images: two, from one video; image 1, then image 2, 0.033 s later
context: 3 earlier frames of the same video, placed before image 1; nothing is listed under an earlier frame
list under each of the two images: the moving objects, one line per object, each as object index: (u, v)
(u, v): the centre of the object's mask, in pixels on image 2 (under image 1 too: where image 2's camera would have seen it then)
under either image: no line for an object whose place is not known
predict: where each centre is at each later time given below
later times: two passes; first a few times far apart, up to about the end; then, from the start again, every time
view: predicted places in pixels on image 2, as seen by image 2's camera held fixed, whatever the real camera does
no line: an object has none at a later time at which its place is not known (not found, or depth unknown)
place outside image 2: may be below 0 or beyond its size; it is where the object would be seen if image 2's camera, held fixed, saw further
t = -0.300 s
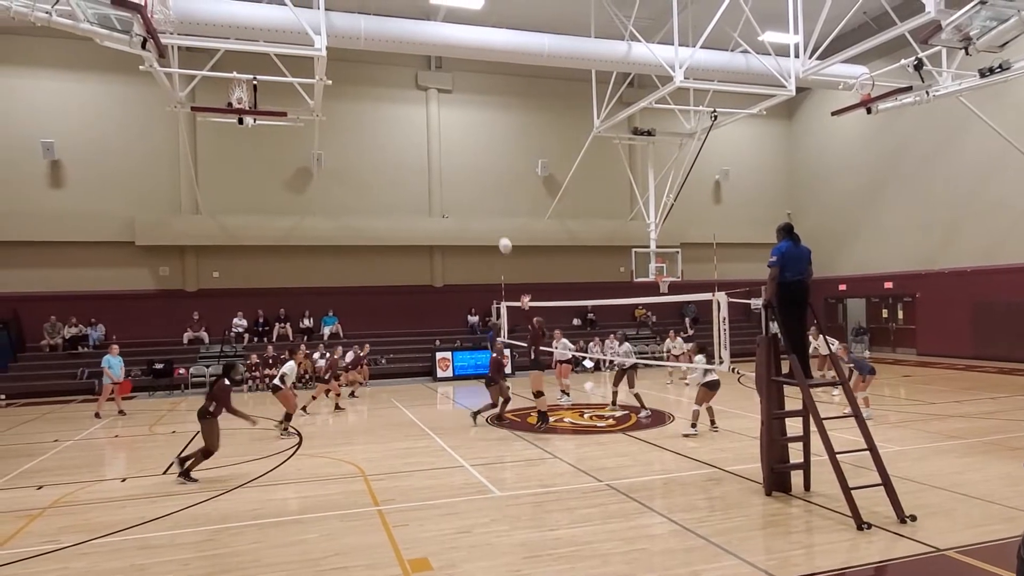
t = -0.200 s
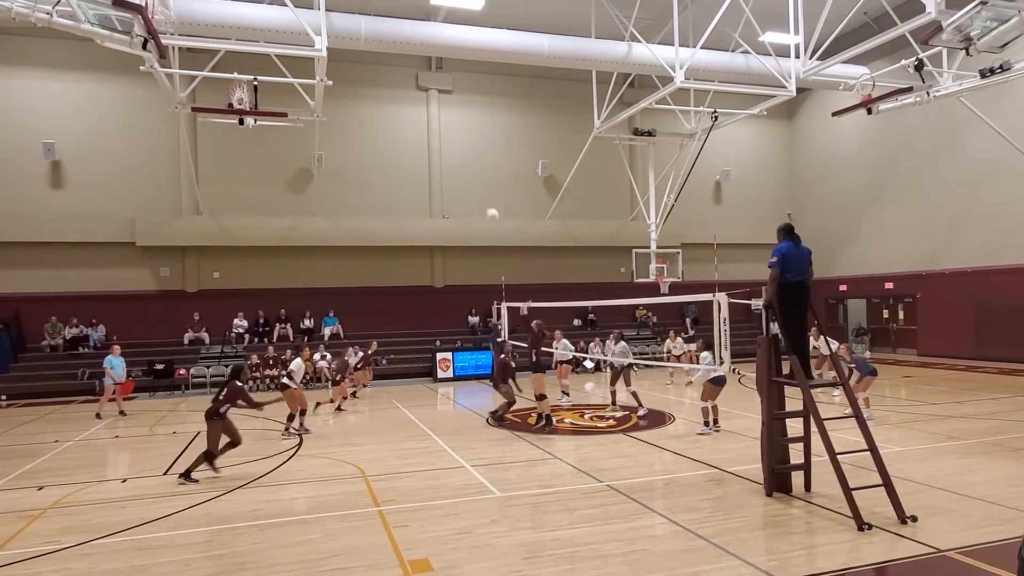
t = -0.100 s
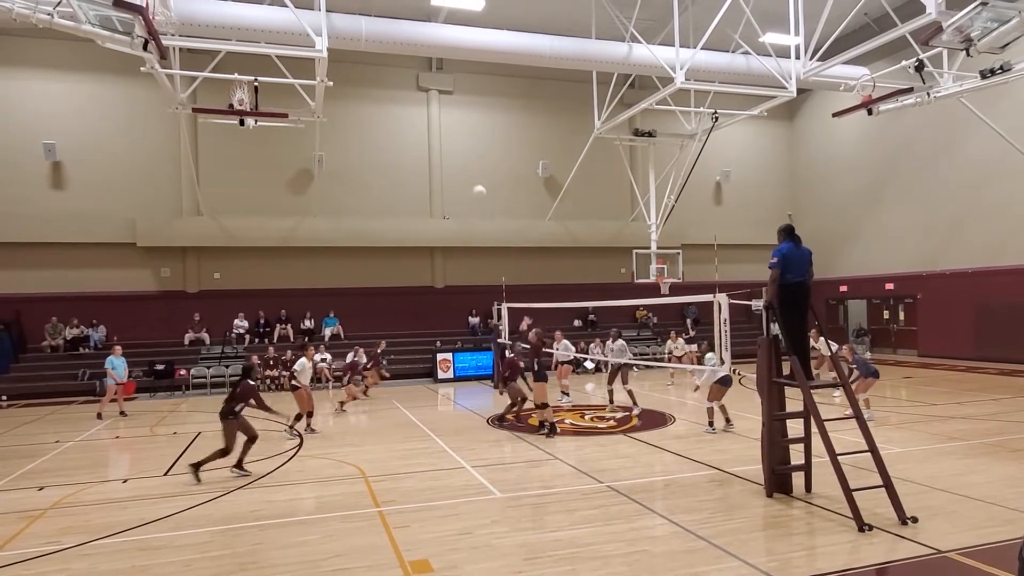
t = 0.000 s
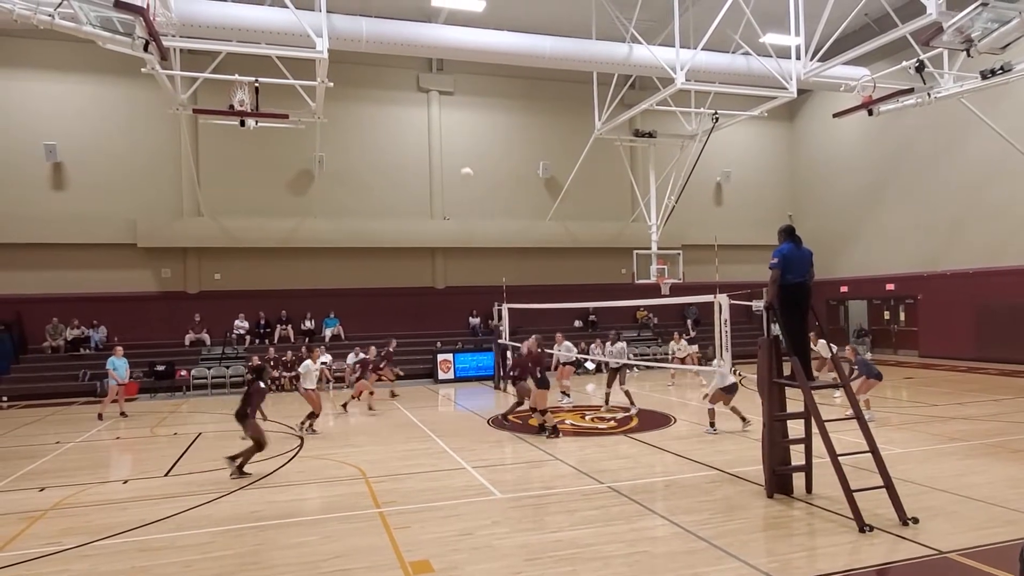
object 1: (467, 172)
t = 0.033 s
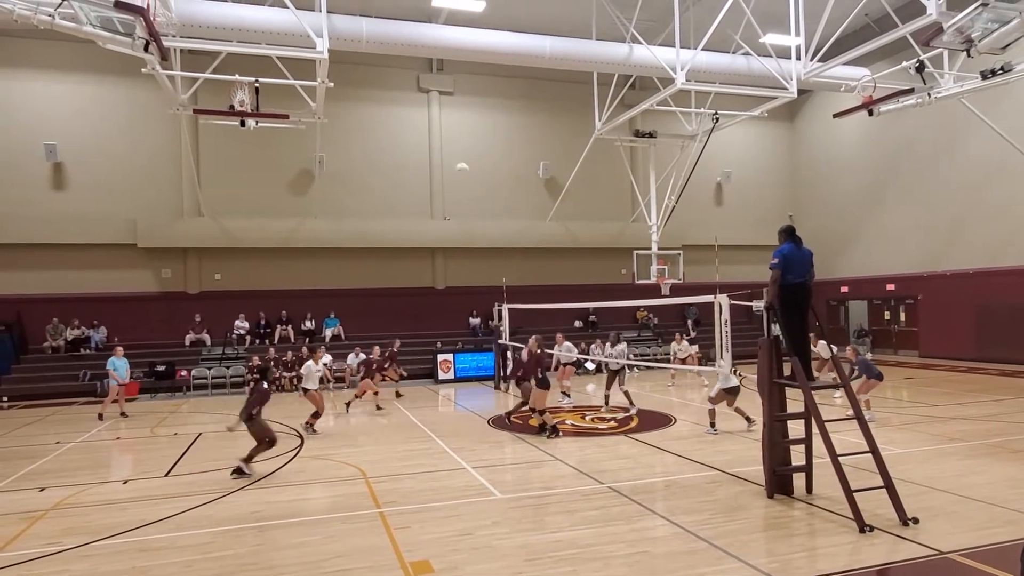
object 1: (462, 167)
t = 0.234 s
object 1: (435, 152)
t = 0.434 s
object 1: (409, 160)
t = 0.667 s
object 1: (379, 205)
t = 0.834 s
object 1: (358, 257)
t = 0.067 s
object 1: (457, 163)
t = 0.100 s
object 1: (453, 160)
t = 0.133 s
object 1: (449, 156)
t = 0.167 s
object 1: (445, 154)
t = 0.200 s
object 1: (440, 153)
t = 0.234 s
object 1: (435, 152)
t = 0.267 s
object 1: (431, 153)
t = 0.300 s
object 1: (427, 152)
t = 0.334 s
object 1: (422, 153)
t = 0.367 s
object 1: (418, 155)
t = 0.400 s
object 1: (414, 158)
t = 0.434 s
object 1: (409, 160)
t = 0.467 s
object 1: (405, 164)
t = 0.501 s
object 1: (401, 169)
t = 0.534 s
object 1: (396, 174)
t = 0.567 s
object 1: (392, 180)
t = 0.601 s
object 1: (388, 187)
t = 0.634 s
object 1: (383, 196)
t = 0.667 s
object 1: (379, 205)
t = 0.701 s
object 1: (375, 213)
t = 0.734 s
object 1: (371, 222)
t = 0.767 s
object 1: (367, 233)
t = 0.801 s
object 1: (362, 245)
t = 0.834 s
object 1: (358, 257)
